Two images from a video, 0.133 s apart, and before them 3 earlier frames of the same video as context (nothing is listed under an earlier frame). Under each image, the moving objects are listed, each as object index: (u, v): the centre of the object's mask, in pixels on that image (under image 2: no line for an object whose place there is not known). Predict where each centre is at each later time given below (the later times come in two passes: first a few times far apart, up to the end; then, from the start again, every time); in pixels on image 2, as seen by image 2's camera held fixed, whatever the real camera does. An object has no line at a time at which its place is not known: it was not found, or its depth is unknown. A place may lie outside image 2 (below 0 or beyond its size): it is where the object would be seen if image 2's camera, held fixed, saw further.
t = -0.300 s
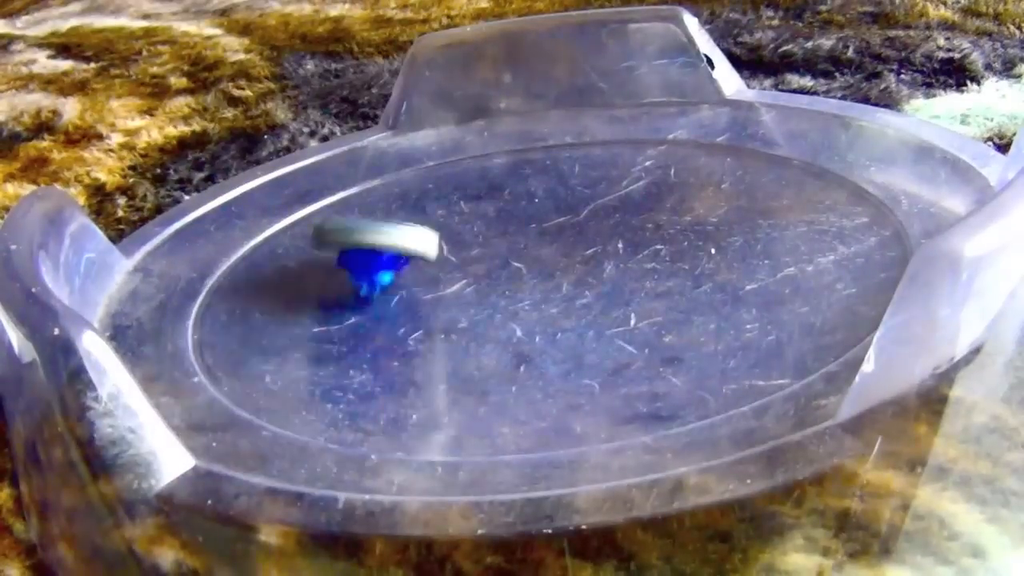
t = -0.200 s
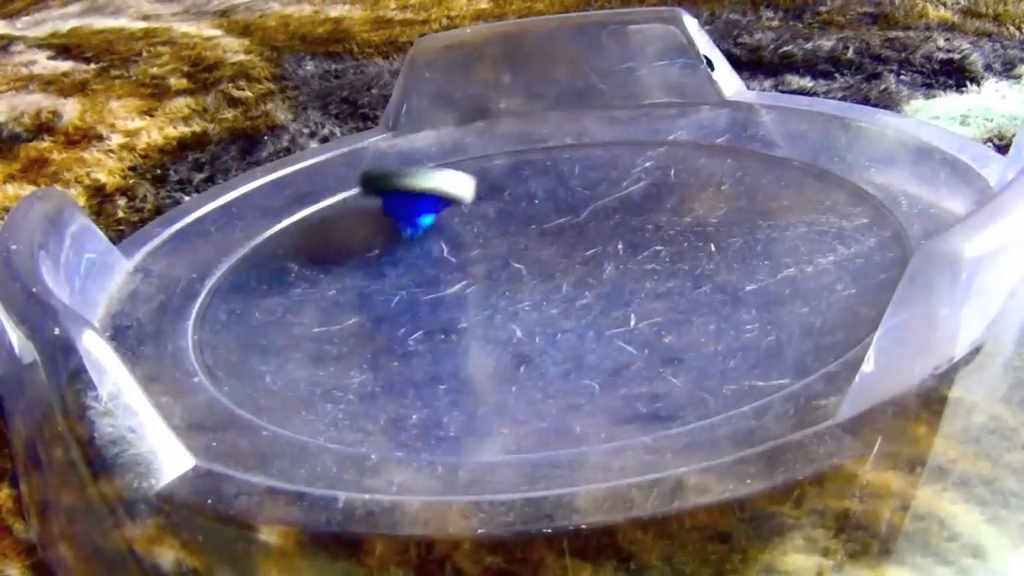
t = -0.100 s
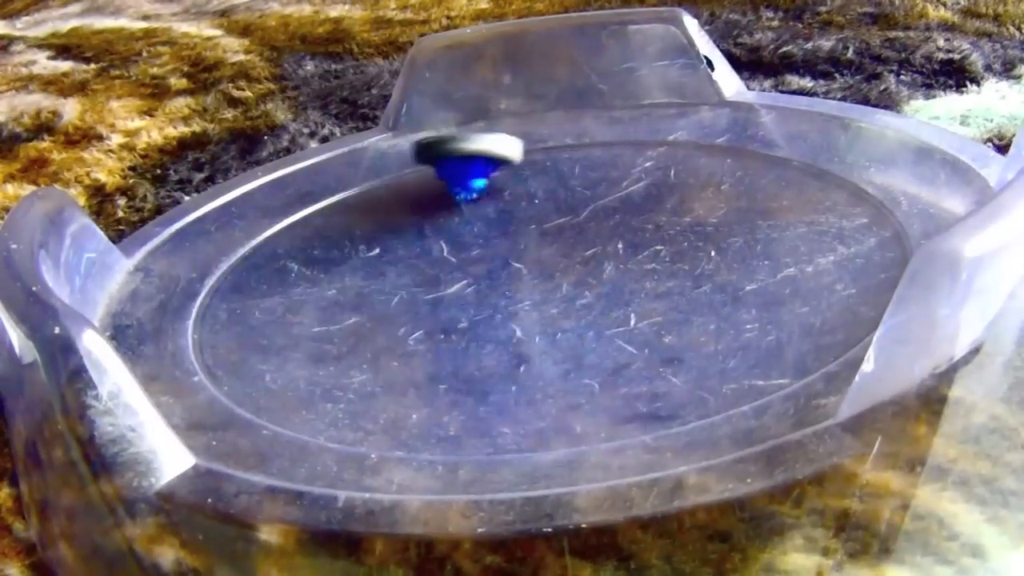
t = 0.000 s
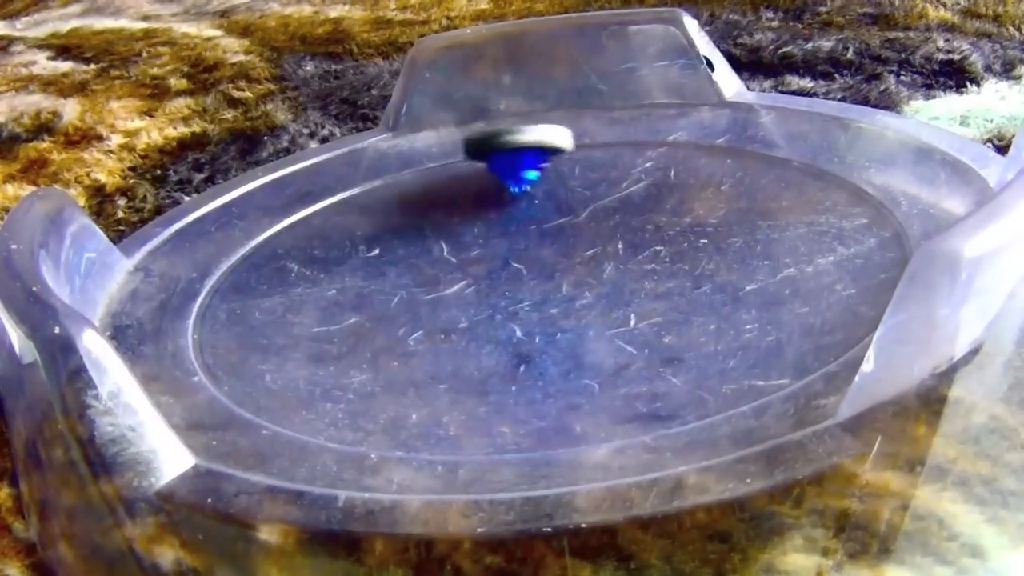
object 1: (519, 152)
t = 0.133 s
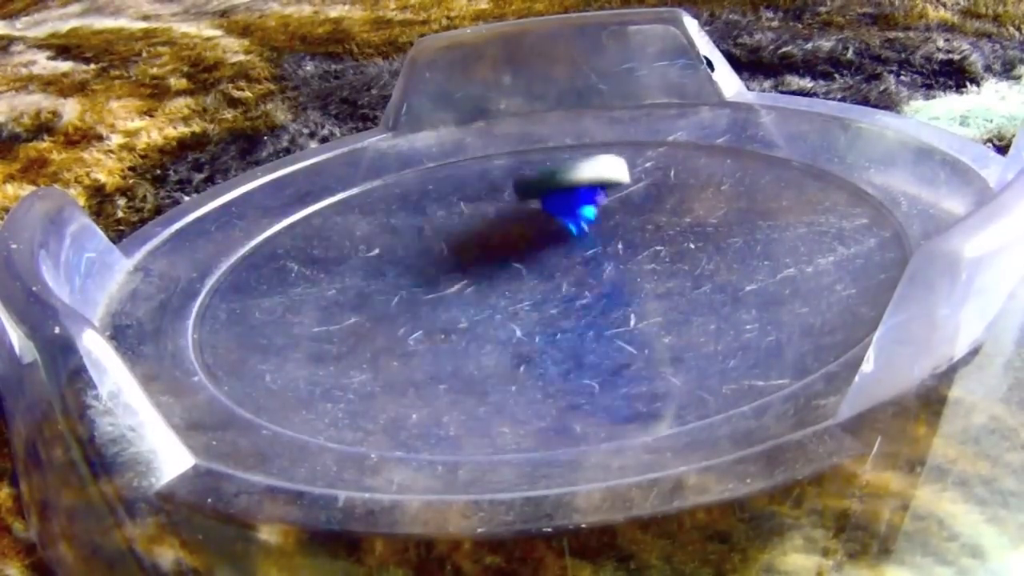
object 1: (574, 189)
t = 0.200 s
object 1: (586, 225)
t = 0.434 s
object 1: (467, 334)
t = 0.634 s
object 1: (242, 340)
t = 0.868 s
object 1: (306, 285)
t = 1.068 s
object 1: (495, 224)
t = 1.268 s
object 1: (632, 179)
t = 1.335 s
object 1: (645, 188)
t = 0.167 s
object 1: (582, 207)
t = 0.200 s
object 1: (586, 225)
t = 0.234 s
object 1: (585, 241)
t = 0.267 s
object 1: (580, 261)
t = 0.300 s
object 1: (568, 277)
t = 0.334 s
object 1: (552, 297)
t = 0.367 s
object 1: (530, 312)
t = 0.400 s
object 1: (501, 324)
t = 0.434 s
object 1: (467, 334)
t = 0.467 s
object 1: (429, 340)
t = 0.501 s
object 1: (389, 343)
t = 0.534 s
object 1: (349, 345)
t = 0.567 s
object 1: (310, 344)
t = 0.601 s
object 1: (274, 342)
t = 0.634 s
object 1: (242, 340)
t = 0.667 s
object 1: (218, 333)
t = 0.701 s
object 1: (221, 324)
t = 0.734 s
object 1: (230, 321)
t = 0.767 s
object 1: (244, 311)
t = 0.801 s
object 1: (260, 303)
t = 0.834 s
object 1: (280, 294)
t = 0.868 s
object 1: (306, 285)
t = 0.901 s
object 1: (334, 277)
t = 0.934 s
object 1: (365, 267)
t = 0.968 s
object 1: (399, 256)
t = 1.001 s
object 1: (429, 246)
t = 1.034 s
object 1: (463, 234)
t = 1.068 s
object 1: (495, 224)
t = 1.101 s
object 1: (524, 209)
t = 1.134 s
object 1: (556, 201)
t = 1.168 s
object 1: (580, 191)
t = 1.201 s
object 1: (602, 185)
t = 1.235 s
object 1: (619, 180)
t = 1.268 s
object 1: (632, 179)
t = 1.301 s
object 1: (641, 182)
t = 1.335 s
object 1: (645, 188)
